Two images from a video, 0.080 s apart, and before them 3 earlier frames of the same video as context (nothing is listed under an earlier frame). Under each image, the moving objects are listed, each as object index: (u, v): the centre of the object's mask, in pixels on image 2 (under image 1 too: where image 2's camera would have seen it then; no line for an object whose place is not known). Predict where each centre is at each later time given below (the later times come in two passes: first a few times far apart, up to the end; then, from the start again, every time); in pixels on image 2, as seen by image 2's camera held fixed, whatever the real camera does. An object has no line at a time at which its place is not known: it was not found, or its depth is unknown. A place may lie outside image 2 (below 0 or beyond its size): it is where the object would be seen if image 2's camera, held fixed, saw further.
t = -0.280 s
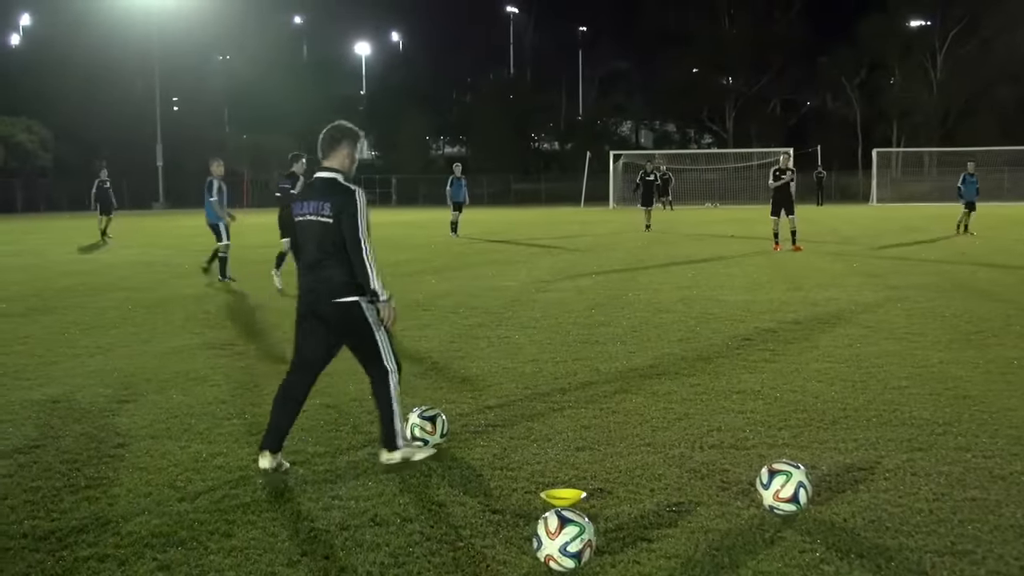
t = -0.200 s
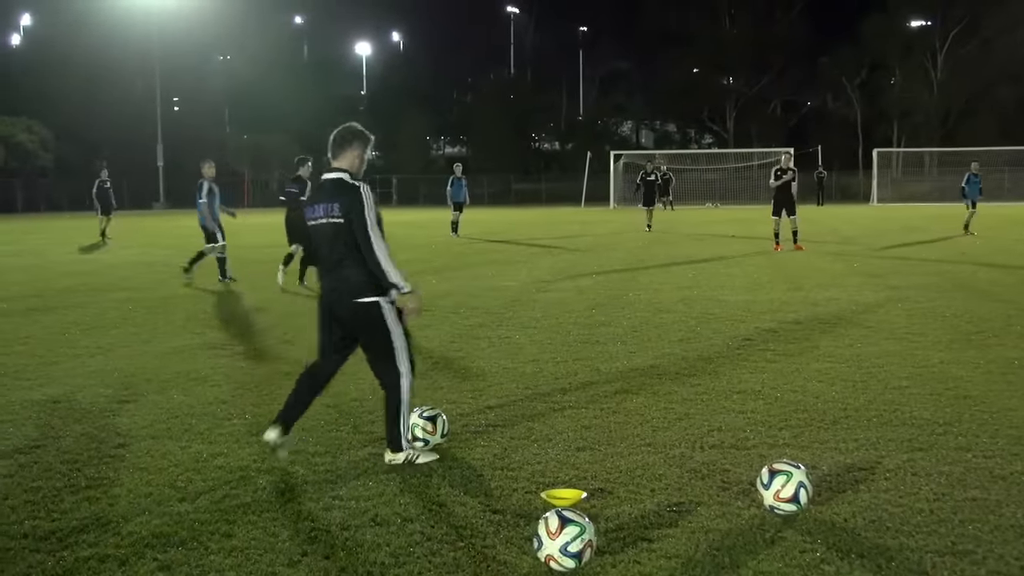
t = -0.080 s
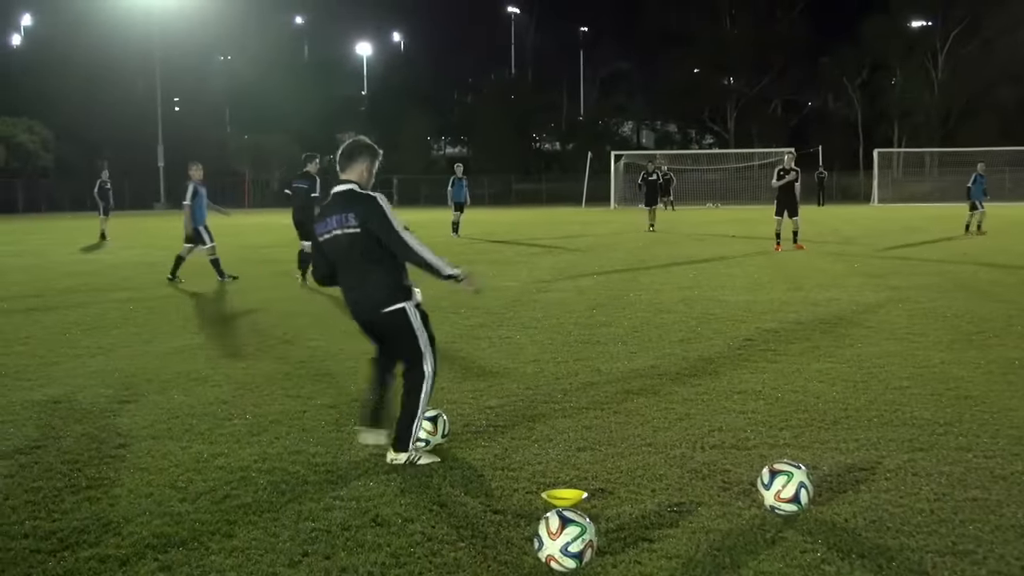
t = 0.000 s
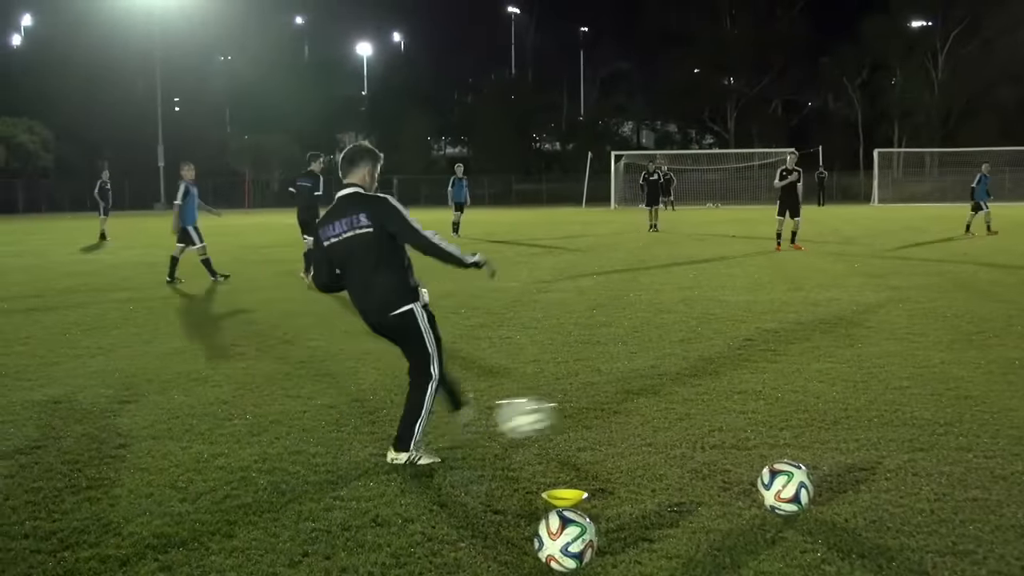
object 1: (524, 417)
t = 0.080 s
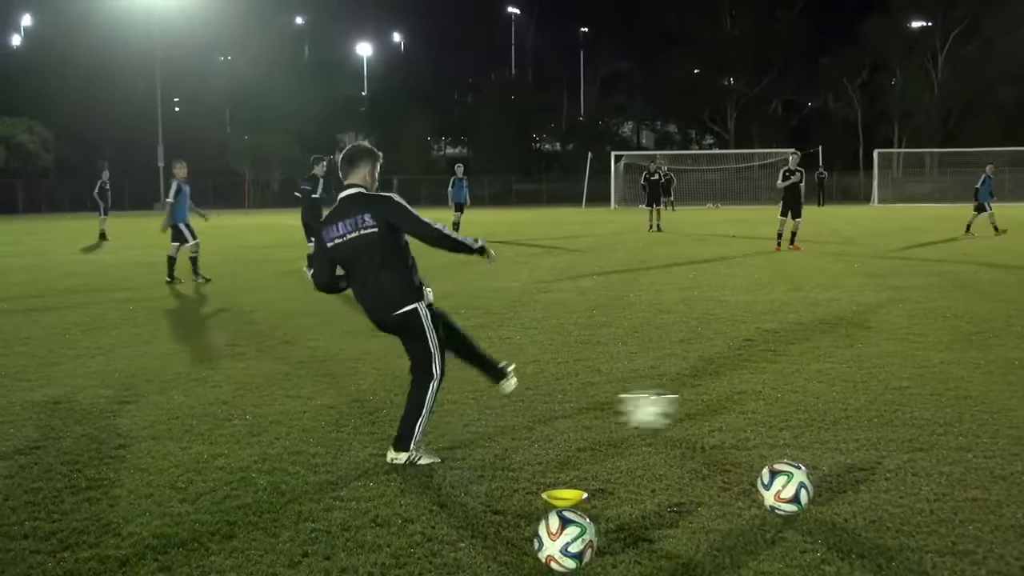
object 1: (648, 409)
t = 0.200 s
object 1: (810, 397)
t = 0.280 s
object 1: (906, 394)
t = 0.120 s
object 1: (706, 409)
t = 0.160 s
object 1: (758, 401)
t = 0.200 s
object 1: (810, 397)
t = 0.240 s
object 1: (860, 394)
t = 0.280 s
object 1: (906, 394)
